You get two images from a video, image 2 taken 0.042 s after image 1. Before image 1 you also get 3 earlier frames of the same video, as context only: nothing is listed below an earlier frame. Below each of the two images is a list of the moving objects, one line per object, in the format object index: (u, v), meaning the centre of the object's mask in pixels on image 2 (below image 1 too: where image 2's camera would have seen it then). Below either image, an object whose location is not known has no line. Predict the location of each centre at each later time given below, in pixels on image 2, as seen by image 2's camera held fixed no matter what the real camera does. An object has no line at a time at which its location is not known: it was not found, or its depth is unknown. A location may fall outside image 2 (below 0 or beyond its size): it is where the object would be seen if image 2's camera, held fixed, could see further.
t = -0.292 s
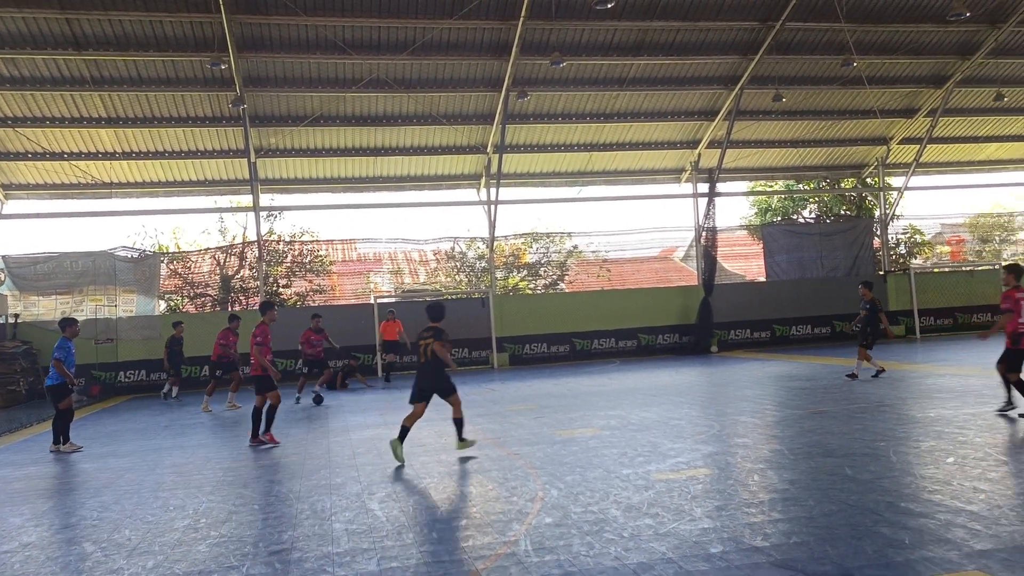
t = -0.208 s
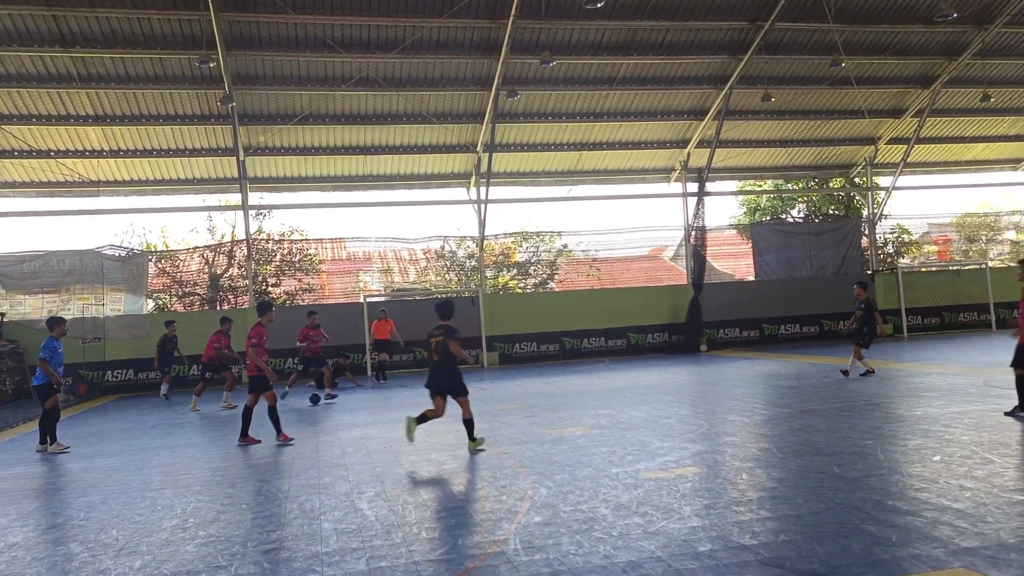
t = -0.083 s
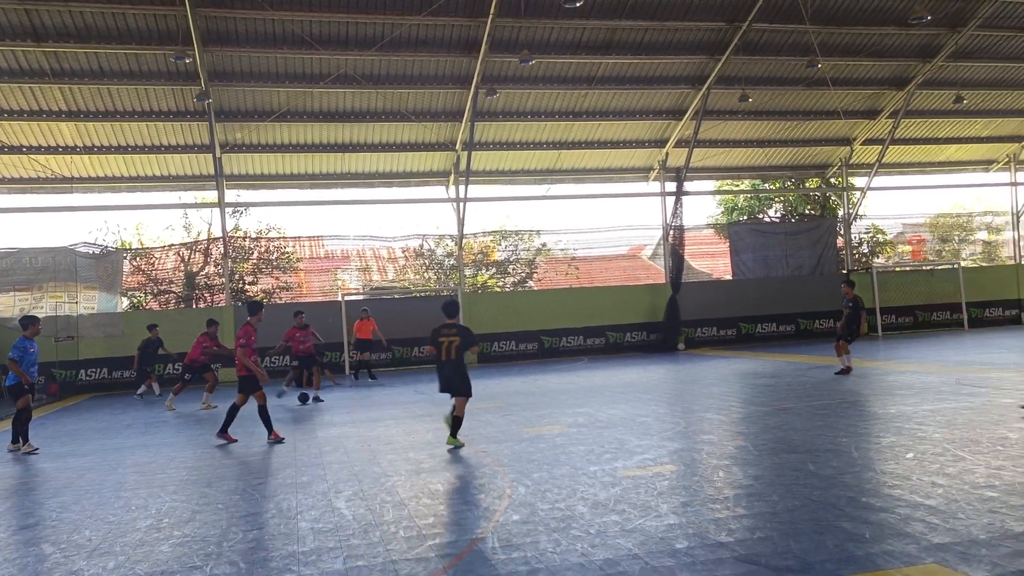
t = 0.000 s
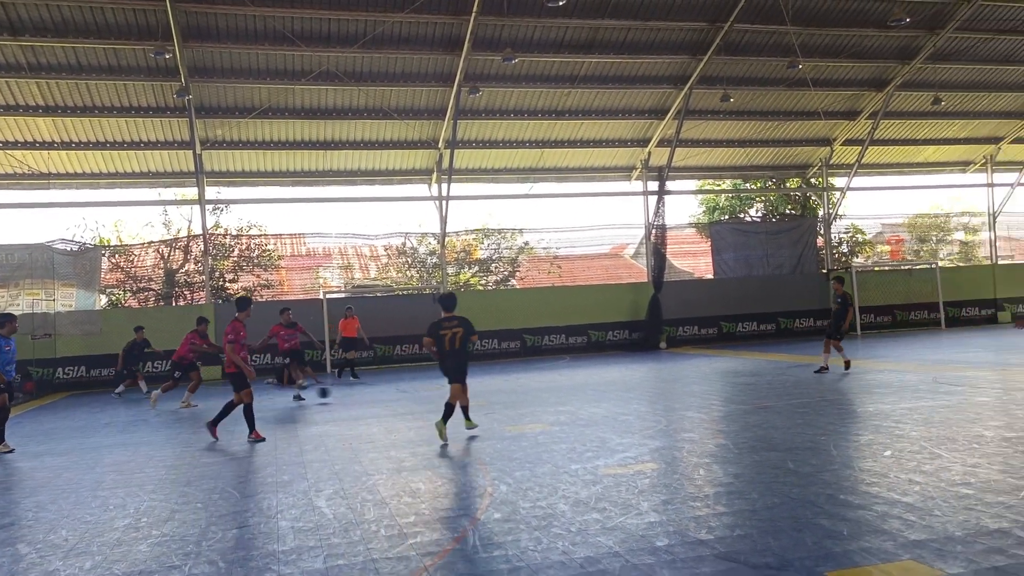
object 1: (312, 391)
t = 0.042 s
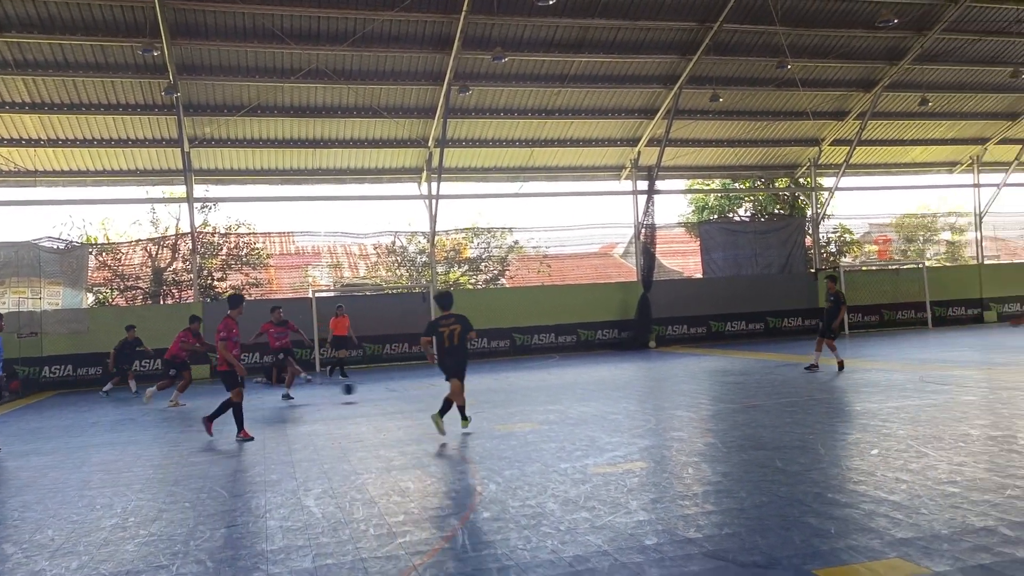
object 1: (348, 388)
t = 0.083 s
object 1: (386, 387)
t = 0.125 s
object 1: (424, 387)
